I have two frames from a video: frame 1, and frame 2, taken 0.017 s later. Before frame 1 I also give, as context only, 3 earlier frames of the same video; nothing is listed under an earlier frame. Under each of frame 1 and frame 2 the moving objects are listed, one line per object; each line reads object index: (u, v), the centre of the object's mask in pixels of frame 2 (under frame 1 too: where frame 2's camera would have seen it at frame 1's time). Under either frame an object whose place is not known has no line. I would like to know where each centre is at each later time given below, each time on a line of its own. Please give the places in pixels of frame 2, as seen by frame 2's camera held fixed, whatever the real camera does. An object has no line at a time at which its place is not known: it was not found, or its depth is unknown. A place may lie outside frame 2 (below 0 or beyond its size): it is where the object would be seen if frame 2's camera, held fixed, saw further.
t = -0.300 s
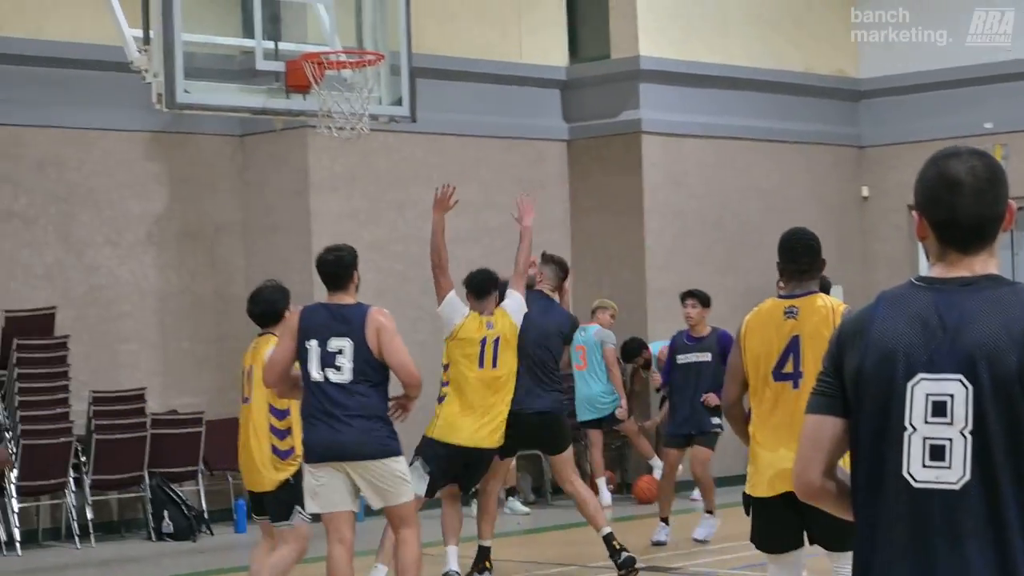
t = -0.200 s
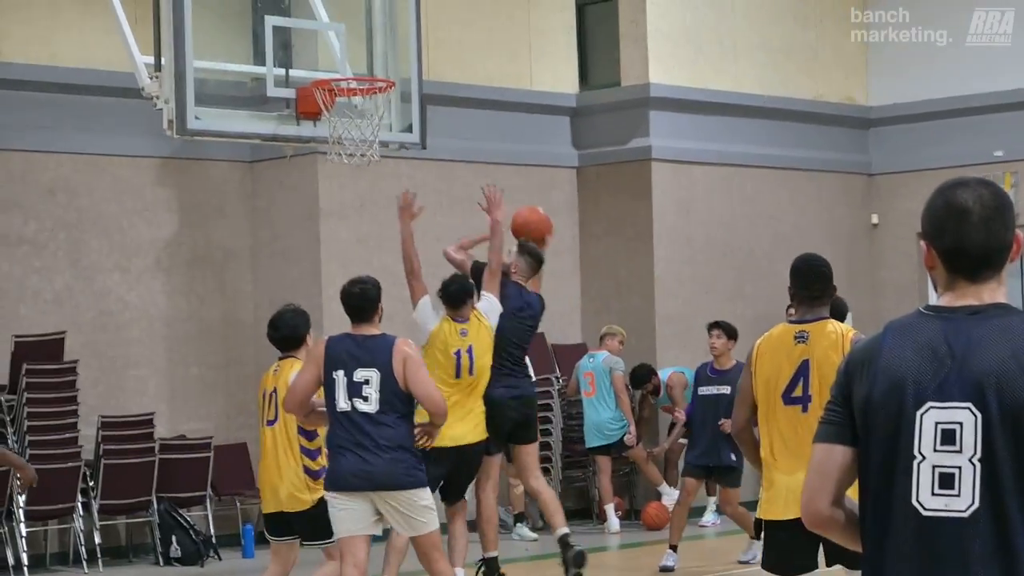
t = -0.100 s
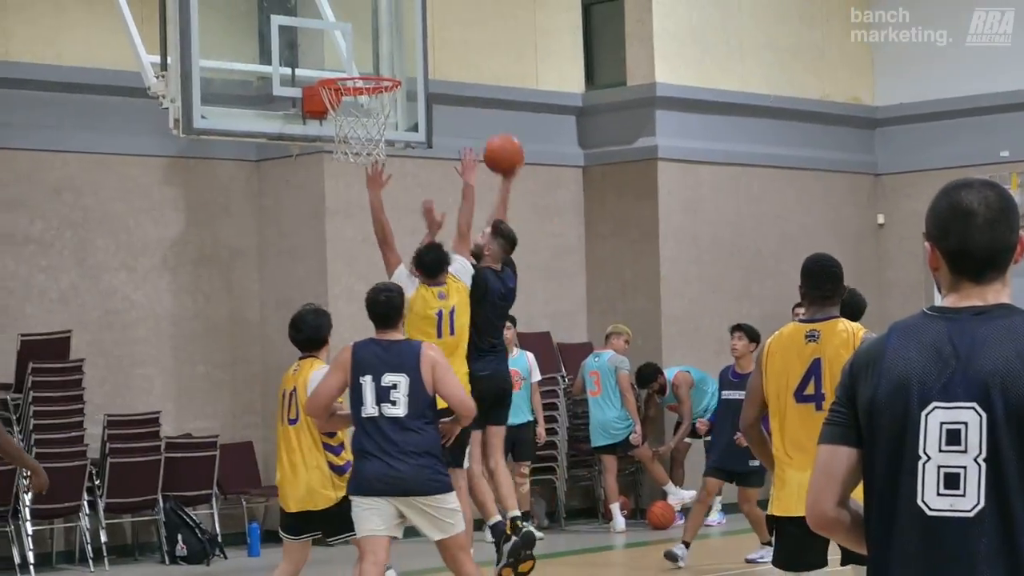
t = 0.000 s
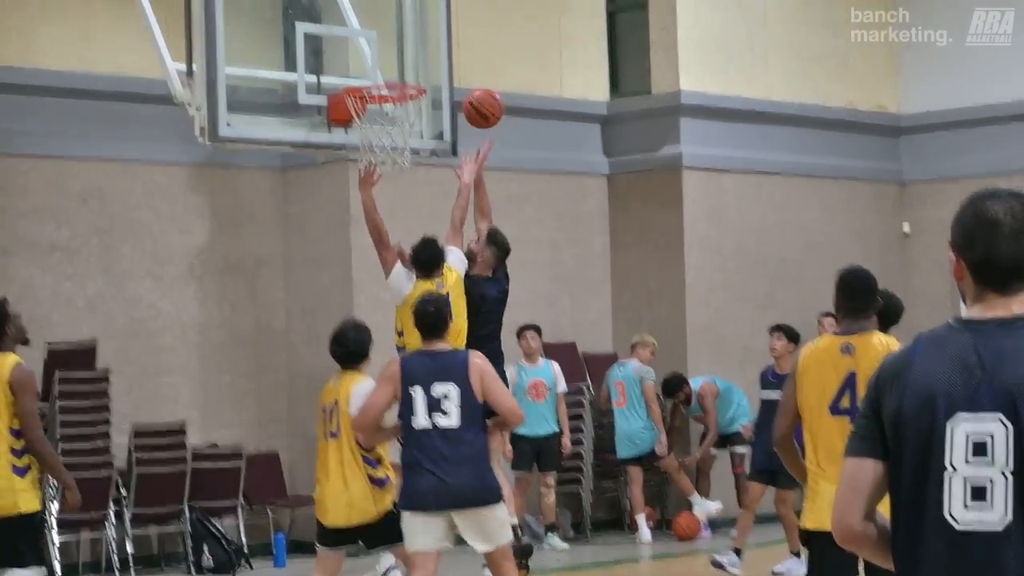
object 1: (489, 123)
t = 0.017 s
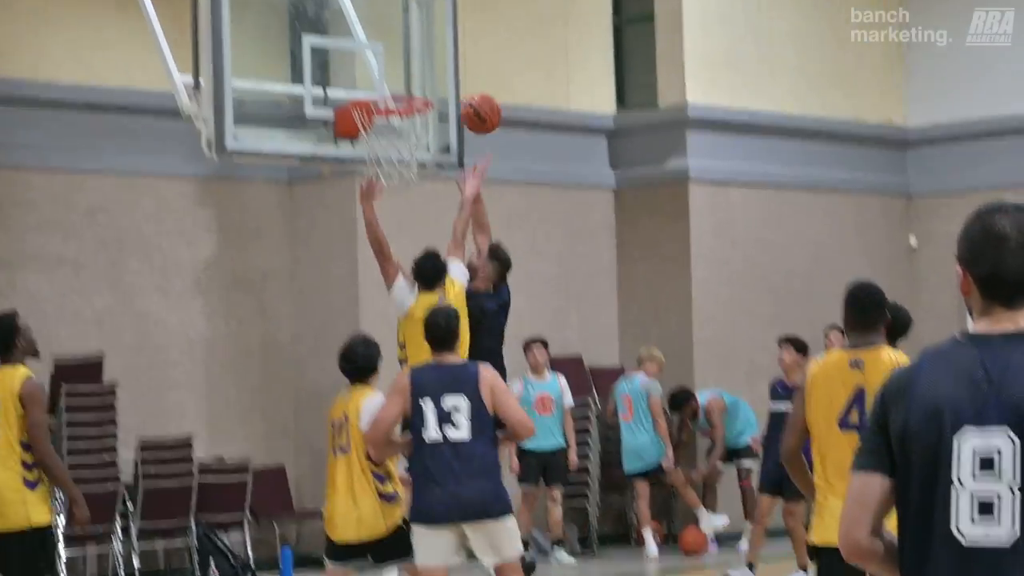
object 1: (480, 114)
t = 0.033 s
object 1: (475, 107)
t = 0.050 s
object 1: (469, 101)
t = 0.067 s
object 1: (462, 95)
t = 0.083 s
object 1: (455, 88)
